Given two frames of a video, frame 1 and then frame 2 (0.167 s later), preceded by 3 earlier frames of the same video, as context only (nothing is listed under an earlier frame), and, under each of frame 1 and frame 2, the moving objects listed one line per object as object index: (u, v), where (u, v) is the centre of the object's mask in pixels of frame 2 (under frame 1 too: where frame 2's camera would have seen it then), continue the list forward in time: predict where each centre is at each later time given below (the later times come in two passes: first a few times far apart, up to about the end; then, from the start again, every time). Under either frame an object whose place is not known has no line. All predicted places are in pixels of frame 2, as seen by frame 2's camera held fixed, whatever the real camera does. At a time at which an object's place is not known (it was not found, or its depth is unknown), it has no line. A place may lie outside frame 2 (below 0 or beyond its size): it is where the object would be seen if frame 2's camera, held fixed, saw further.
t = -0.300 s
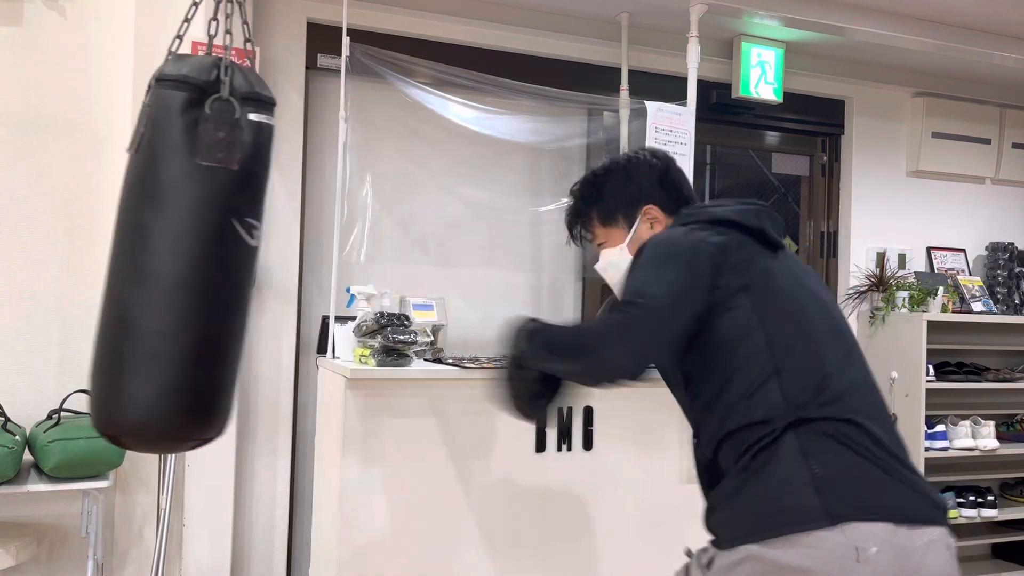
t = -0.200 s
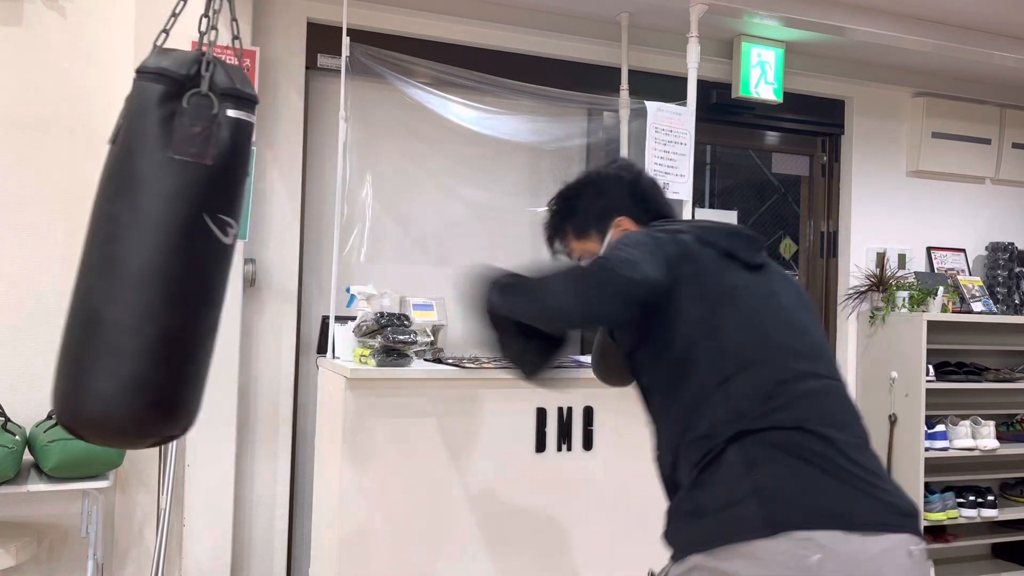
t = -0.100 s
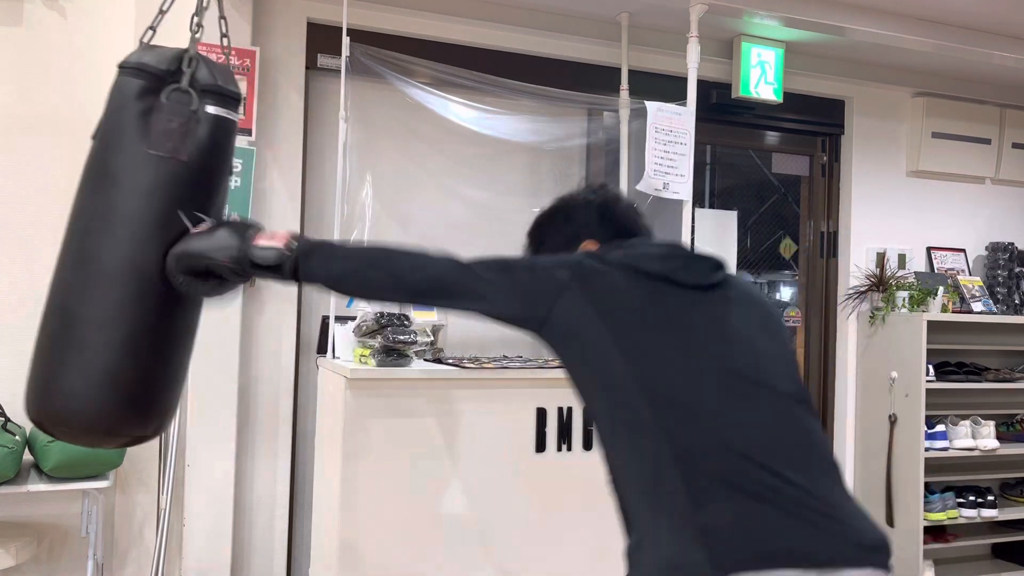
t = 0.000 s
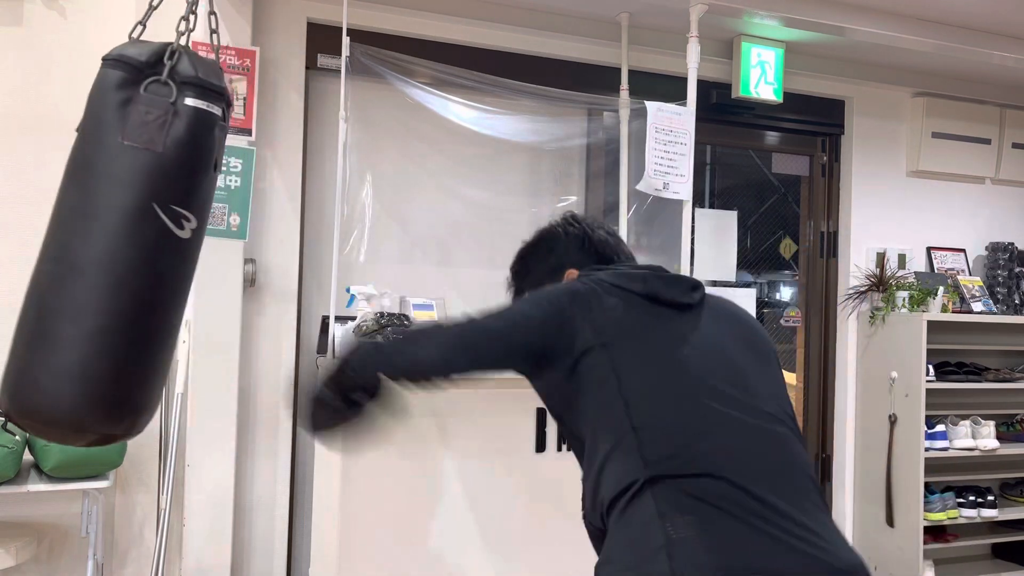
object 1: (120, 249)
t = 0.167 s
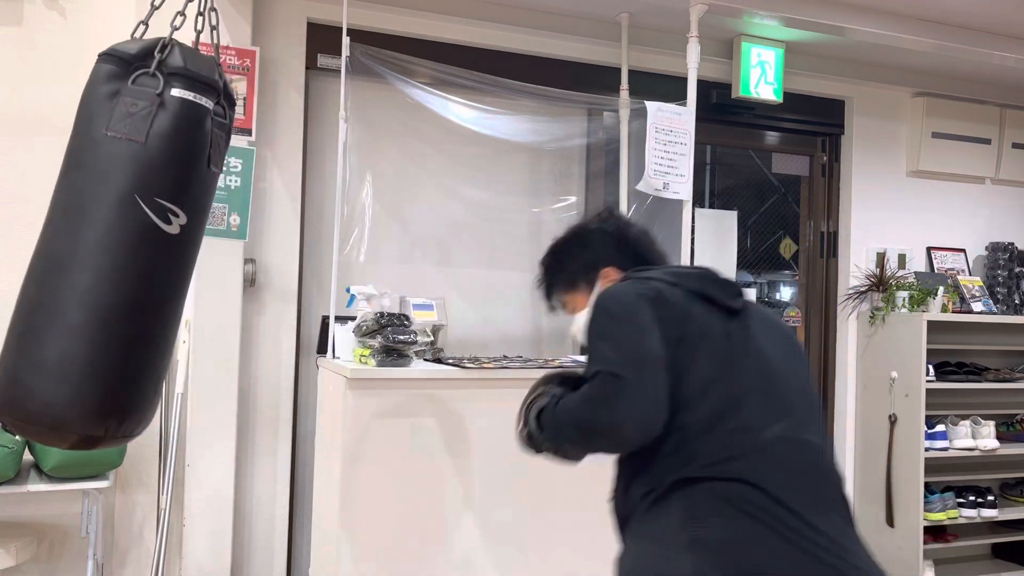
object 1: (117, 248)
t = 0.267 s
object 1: (130, 252)
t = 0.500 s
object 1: (200, 260)
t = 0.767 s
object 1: (295, 258)
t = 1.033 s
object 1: (340, 254)
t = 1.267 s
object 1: (319, 256)
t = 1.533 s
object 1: (242, 258)
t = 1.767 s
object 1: (165, 254)
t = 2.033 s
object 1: (119, 247)
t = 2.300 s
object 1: (148, 257)
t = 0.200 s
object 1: (120, 249)
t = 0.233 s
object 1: (124, 251)
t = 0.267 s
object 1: (130, 252)
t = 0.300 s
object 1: (137, 254)
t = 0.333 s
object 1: (145, 255)
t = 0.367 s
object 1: (155, 256)
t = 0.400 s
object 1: (165, 257)
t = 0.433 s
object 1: (176, 259)
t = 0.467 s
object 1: (188, 260)
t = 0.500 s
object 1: (200, 260)
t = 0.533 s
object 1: (212, 261)
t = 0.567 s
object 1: (225, 262)
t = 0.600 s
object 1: (238, 263)
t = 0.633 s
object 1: (251, 262)
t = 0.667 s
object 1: (262, 261)
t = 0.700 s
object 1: (274, 260)
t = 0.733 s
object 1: (285, 260)
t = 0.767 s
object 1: (295, 258)
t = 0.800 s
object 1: (304, 259)
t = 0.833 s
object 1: (313, 257)
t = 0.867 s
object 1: (321, 257)
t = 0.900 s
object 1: (327, 256)
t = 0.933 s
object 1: (332, 254)
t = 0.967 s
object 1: (337, 254)
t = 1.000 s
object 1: (339, 253)
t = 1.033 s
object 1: (340, 254)
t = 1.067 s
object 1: (340, 254)
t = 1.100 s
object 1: (340, 255)
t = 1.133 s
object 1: (337, 254)
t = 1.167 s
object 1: (335, 254)
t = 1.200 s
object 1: (330, 255)
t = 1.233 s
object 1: (325, 257)
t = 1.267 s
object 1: (319, 256)
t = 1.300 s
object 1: (311, 256)
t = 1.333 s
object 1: (303, 257)
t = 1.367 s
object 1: (294, 258)
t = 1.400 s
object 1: (285, 258)
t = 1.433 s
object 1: (274, 259)
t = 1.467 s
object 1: (264, 259)
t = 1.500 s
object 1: (253, 259)
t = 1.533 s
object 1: (242, 258)
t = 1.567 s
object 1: (230, 259)
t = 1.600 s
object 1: (219, 259)
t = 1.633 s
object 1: (207, 257)
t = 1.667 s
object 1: (196, 256)
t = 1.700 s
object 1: (185, 256)
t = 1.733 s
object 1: (175, 255)
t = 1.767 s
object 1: (165, 254)
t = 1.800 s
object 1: (156, 253)
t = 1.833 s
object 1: (147, 252)
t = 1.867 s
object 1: (139, 251)
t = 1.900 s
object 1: (133, 250)
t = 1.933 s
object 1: (127, 250)
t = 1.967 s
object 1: (123, 249)
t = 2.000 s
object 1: (120, 248)
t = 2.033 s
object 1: (119, 247)
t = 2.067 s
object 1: (118, 248)
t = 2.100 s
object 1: (118, 248)
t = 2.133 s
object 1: (120, 250)
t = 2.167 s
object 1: (123, 251)
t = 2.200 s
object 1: (127, 252)
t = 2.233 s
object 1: (134, 252)
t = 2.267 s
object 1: (141, 254)
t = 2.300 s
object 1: (148, 257)
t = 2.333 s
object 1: (158, 258)
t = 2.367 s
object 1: (168, 259)
